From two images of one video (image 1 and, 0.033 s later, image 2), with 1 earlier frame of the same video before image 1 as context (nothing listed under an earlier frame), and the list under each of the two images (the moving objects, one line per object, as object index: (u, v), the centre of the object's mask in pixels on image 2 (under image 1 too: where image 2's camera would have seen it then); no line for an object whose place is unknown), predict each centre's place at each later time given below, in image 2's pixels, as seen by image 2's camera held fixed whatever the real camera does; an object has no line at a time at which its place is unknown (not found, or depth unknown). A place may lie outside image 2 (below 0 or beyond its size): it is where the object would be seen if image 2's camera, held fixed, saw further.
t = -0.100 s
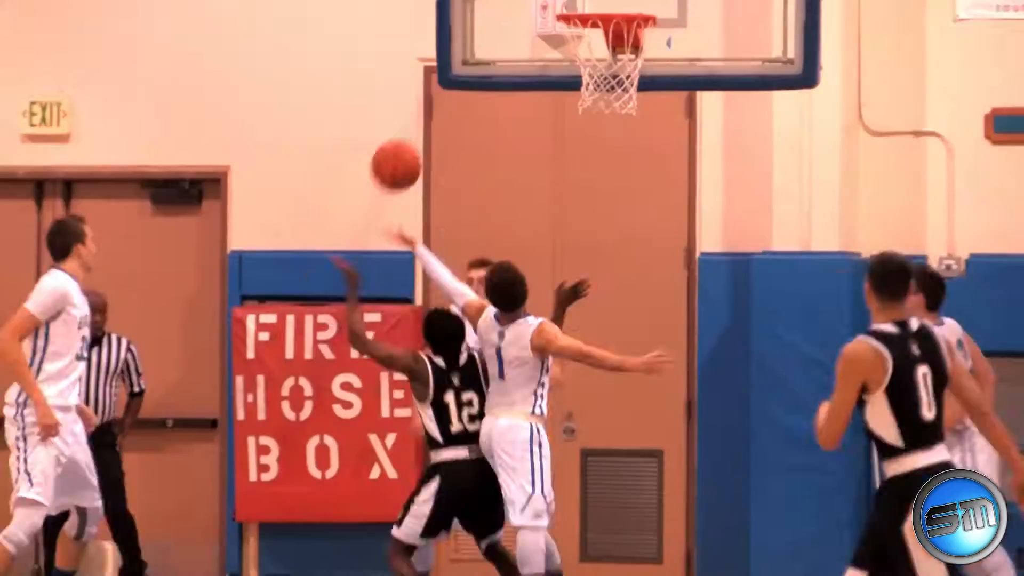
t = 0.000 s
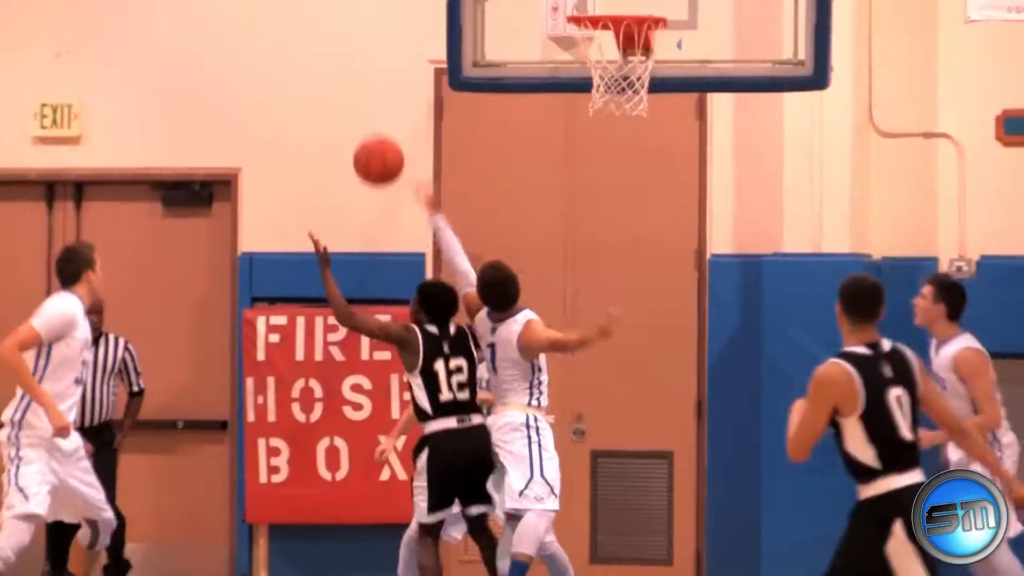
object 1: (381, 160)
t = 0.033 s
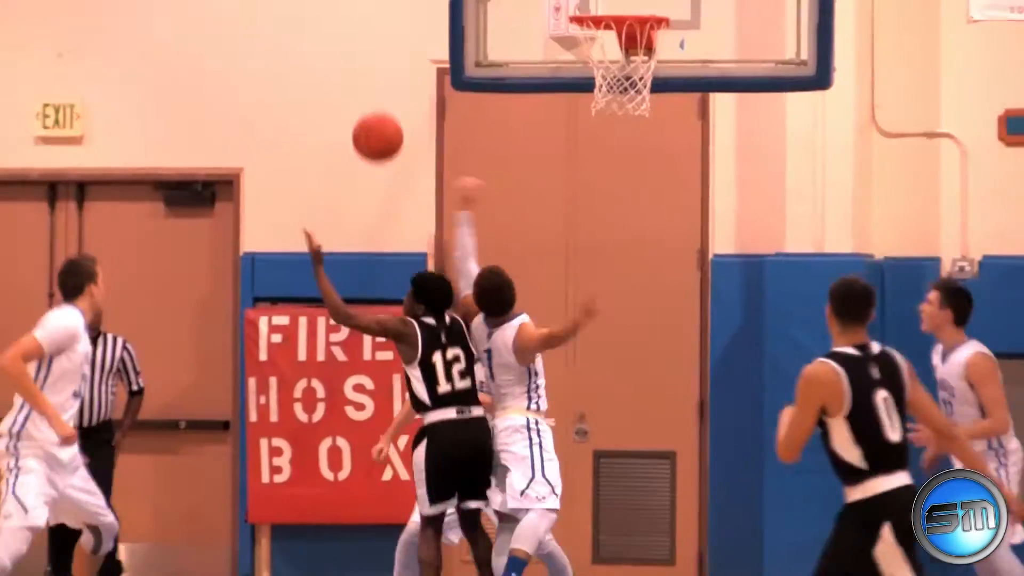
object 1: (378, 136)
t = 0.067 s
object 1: (374, 115)
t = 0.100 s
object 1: (371, 95)
